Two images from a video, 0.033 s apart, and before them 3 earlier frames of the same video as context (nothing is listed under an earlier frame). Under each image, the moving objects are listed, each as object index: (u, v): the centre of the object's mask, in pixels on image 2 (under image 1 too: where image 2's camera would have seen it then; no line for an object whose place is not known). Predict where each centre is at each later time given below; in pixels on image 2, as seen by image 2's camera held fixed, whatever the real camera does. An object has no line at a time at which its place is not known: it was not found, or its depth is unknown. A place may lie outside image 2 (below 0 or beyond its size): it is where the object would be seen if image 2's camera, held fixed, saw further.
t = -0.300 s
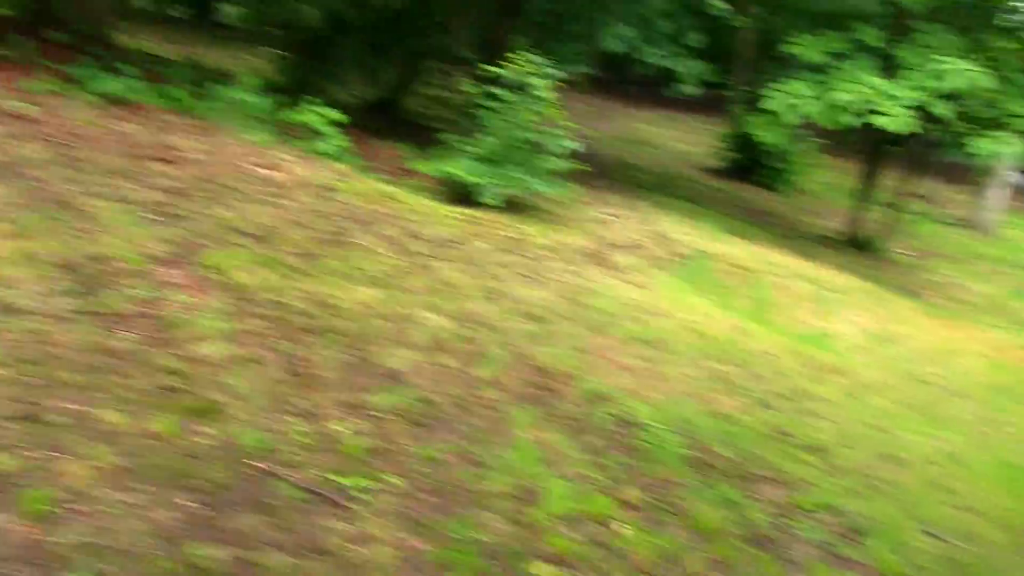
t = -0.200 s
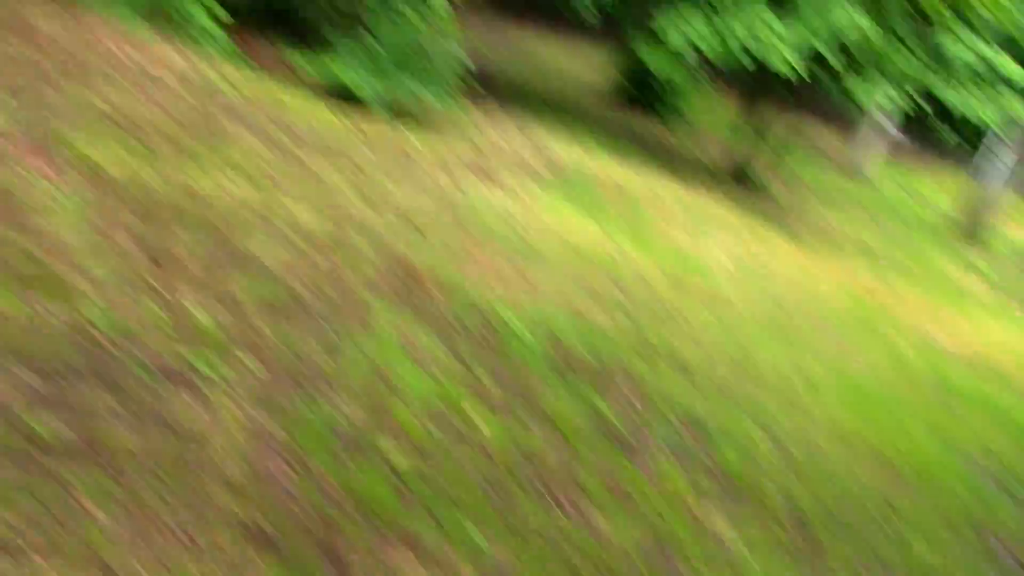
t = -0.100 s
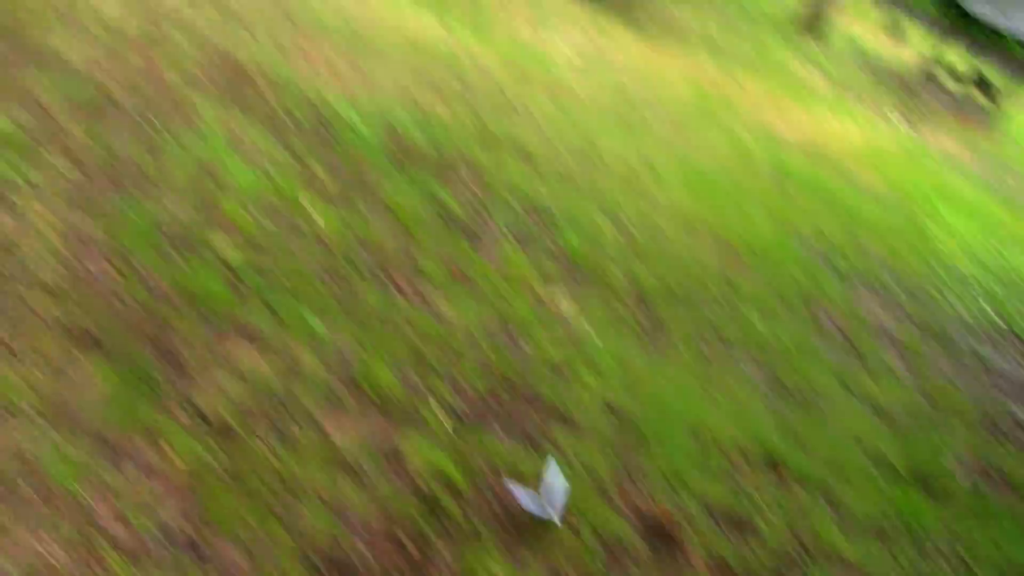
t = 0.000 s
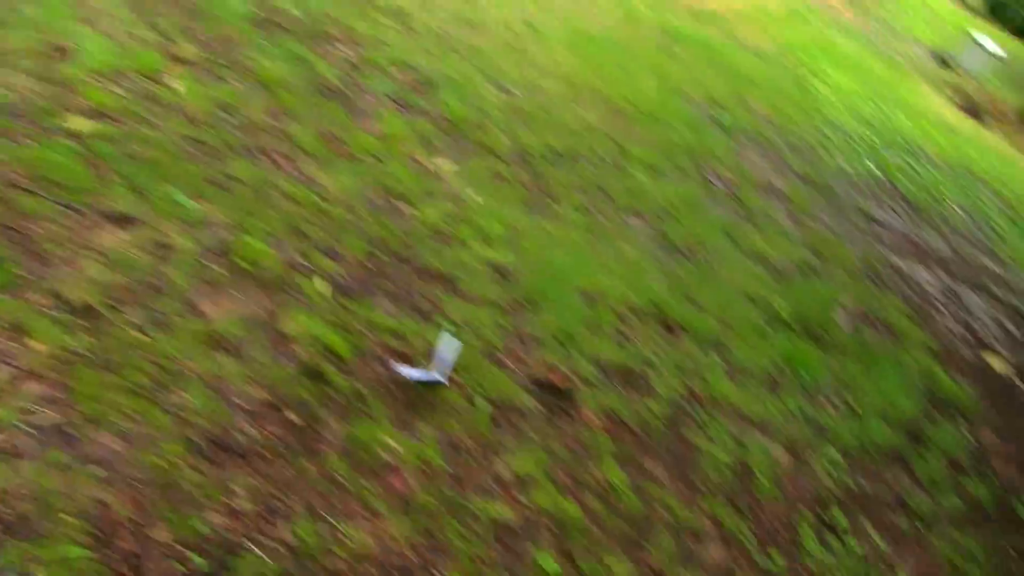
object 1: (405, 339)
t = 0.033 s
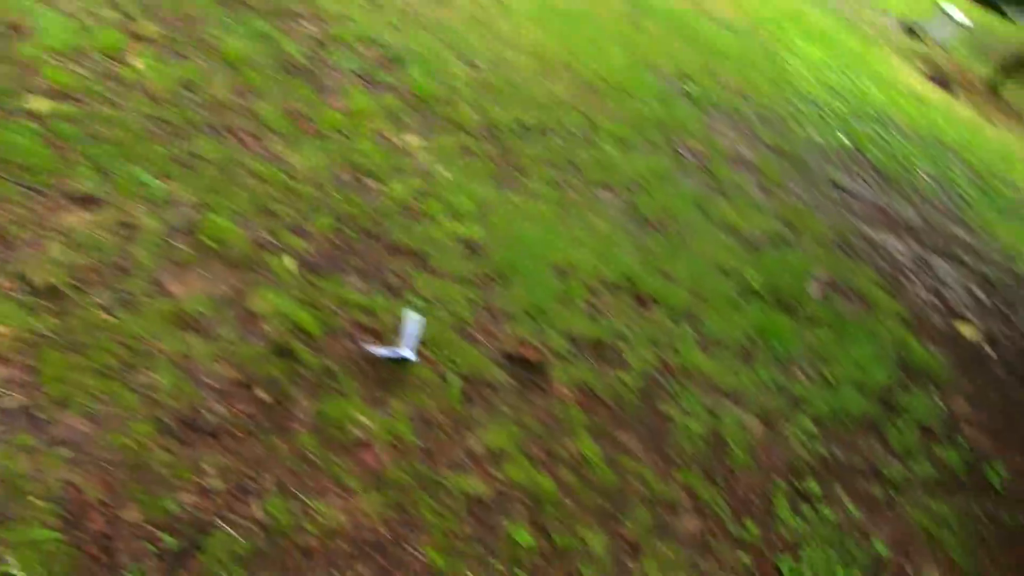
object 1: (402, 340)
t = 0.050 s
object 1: (398, 341)
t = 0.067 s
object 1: (397, 342)
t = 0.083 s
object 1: (395, 343)
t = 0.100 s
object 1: (391, 346)
